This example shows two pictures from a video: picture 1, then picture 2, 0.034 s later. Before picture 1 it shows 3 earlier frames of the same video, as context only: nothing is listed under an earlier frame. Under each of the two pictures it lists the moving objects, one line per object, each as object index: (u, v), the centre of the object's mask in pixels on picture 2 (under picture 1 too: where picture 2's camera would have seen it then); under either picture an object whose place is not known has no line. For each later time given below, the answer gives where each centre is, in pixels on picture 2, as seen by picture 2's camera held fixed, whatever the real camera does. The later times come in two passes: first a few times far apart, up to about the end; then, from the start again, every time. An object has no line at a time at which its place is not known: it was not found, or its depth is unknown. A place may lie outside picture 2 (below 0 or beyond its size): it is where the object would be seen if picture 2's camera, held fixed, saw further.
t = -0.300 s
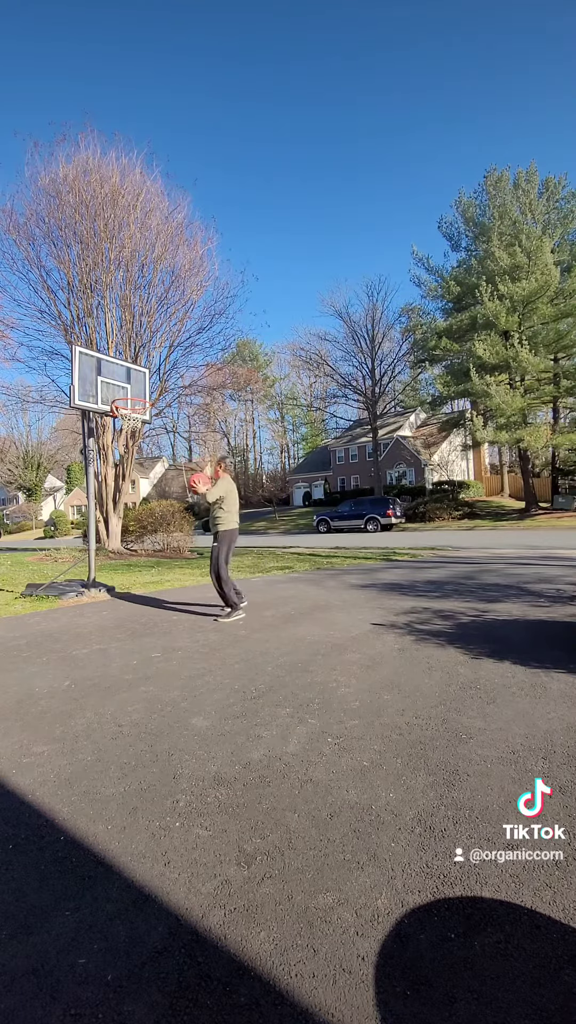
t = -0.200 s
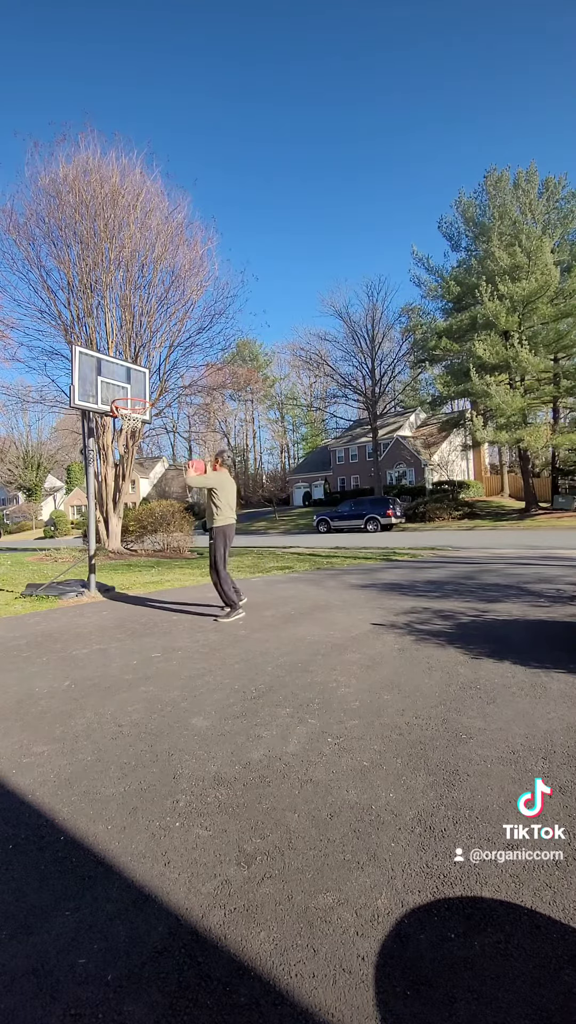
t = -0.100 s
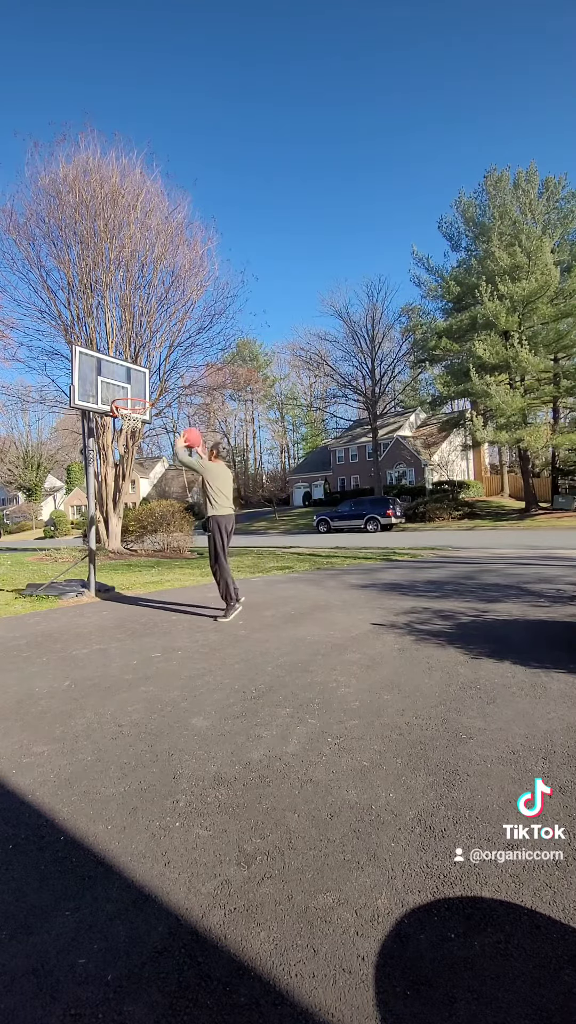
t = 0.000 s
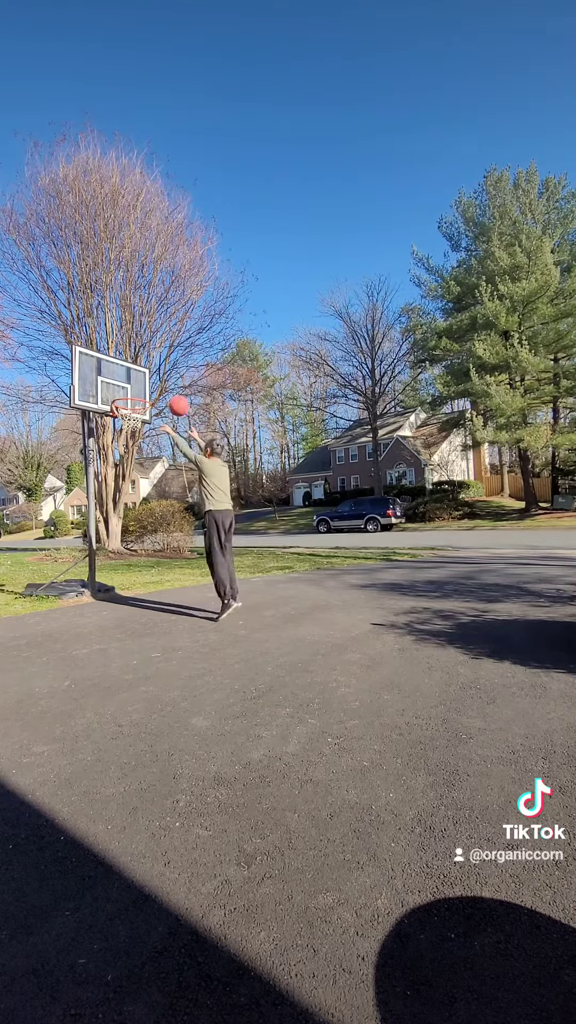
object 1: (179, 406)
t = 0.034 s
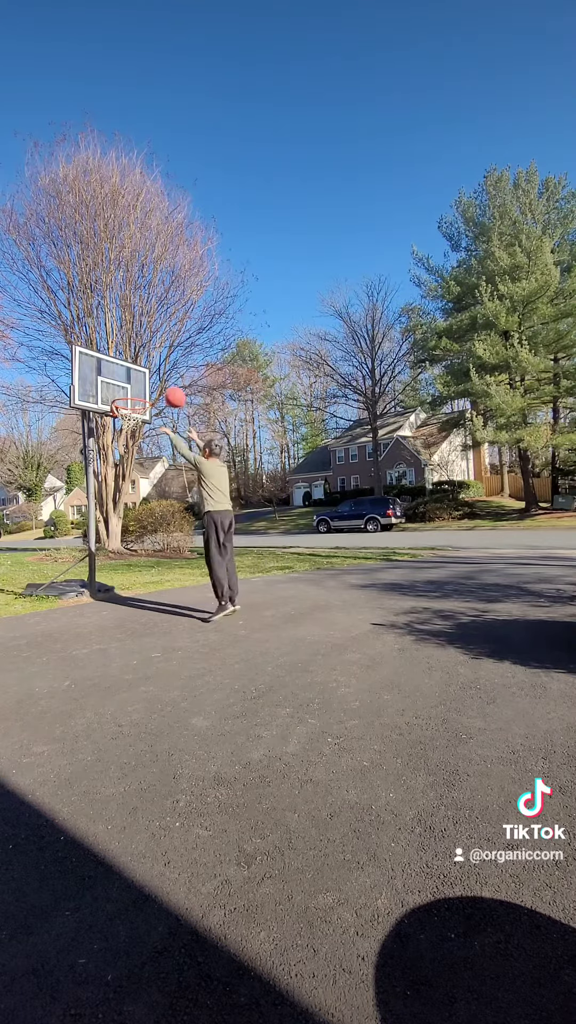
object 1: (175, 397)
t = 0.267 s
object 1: (150, 365)
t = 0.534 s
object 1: (128, 382)
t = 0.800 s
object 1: (132, 391)
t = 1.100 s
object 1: (134, 420)
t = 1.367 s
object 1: (121, 485)
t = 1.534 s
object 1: (114, 554)
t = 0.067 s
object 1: (171, 390)
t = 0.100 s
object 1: (168, 383)
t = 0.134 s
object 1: (164, 377)
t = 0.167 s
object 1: (161, 373)
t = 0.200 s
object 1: (157, 370)
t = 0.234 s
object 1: (154, 367)
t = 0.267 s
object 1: (150, 365)
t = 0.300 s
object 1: (148, 364)
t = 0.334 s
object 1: (145, 364)
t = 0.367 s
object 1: (141, 365)
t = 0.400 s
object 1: (139, 367)
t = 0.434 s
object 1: (136, 369)
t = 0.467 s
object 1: (133, 373)
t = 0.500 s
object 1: (130, 377)
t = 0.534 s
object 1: (128, 382)
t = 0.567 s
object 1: (125, 388)
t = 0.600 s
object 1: (122, 393)
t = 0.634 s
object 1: (122, 397)
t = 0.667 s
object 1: (124, 394)
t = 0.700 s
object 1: (126, 393)
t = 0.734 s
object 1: (128, 391)
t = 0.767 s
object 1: (130, 391)
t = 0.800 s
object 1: (132, 391)
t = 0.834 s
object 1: (134, 392)
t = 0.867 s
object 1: (137, 395)
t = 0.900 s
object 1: (139, 399)
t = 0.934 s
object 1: (140, 402)
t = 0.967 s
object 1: (140, 405)
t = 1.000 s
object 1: (138, 408)
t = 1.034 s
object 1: (137, 412)
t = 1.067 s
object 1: (136, 415)
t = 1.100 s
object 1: (134, 420)
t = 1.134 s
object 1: (132, 425)
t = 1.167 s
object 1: (130, 432)
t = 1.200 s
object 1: (128, 438)
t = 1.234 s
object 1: (127, 445)
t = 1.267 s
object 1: (126, 454)
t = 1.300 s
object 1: (124, 464)
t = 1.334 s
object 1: (123, 474)
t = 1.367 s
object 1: (121, 485)
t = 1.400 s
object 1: (120, 497)
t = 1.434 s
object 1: (119, 509)
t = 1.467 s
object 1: (117, 523)
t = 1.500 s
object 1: (115, 538)
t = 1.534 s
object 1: (114, 554)
